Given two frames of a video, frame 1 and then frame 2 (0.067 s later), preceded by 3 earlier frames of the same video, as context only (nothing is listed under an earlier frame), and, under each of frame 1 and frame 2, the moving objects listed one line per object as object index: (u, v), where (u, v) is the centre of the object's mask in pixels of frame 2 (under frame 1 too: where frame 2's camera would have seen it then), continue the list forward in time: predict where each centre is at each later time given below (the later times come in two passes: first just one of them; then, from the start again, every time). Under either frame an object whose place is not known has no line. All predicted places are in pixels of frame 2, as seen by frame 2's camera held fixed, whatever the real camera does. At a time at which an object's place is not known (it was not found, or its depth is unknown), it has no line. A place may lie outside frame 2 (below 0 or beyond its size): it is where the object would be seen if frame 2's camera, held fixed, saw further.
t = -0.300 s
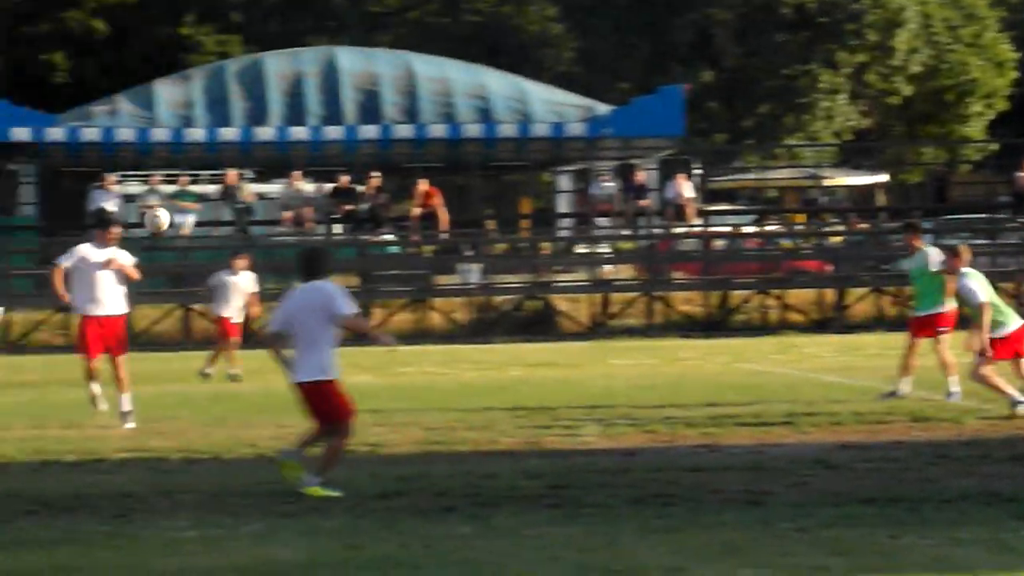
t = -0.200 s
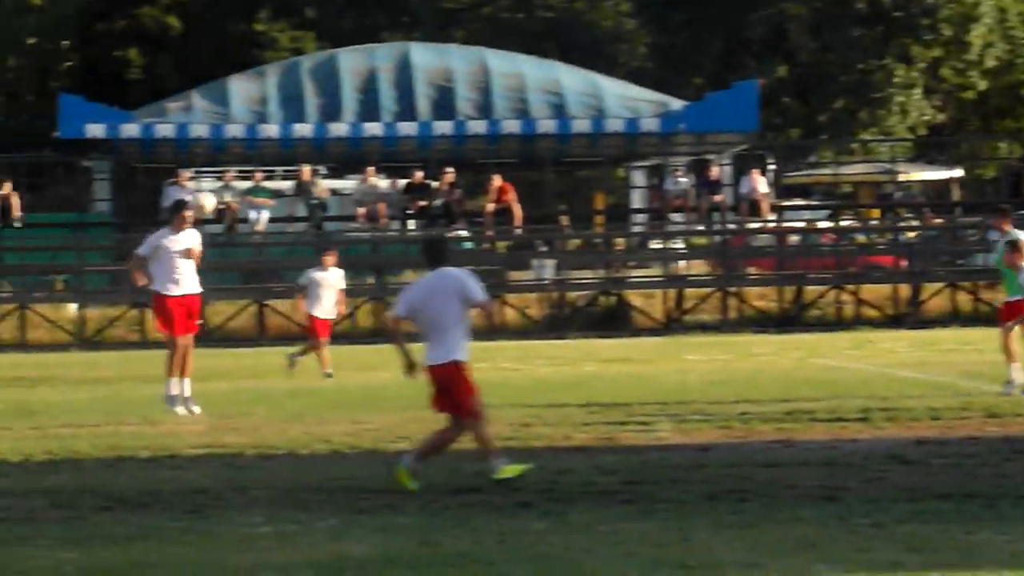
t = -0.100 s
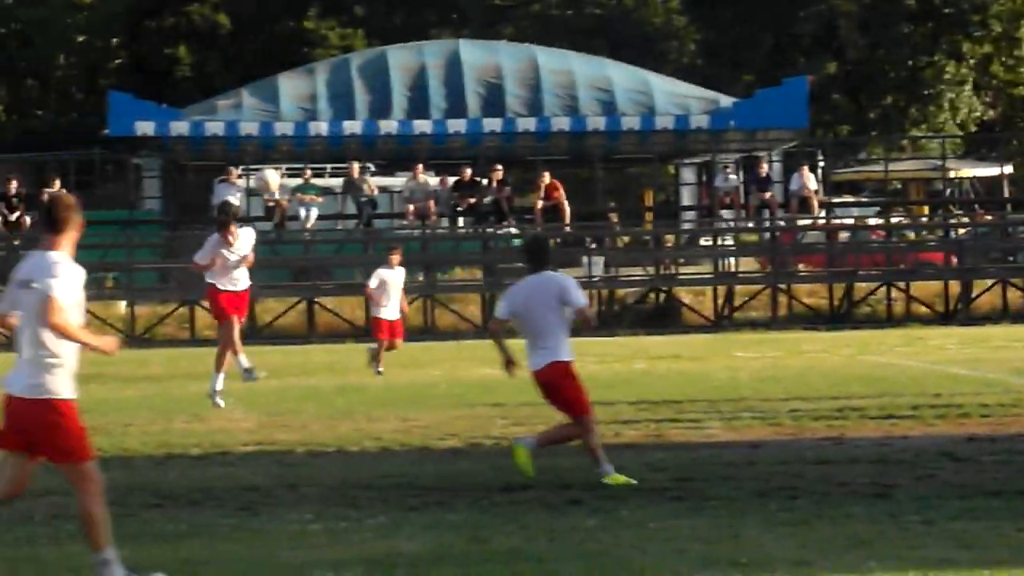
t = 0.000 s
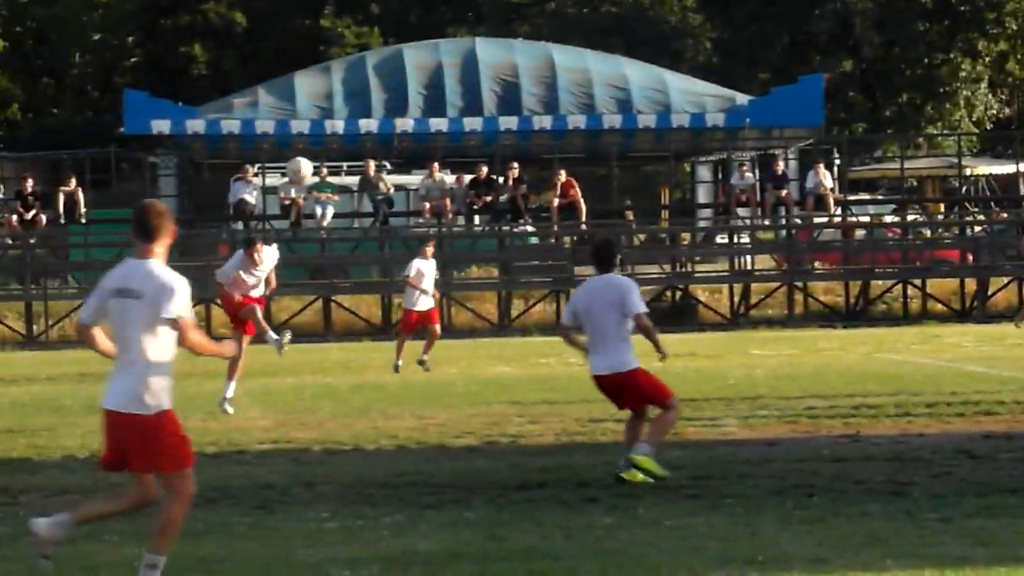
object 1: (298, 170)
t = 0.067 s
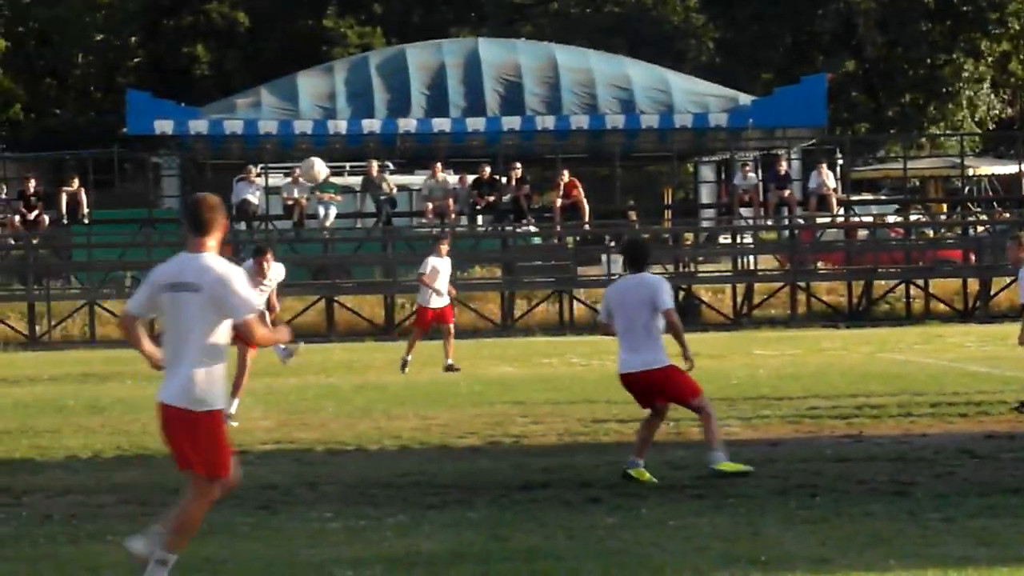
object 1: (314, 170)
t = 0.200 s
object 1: (337, 189)
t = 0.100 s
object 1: (321, 173)
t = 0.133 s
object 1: (327, 177)
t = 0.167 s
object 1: (331, 180)
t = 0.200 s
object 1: (337, 189)
